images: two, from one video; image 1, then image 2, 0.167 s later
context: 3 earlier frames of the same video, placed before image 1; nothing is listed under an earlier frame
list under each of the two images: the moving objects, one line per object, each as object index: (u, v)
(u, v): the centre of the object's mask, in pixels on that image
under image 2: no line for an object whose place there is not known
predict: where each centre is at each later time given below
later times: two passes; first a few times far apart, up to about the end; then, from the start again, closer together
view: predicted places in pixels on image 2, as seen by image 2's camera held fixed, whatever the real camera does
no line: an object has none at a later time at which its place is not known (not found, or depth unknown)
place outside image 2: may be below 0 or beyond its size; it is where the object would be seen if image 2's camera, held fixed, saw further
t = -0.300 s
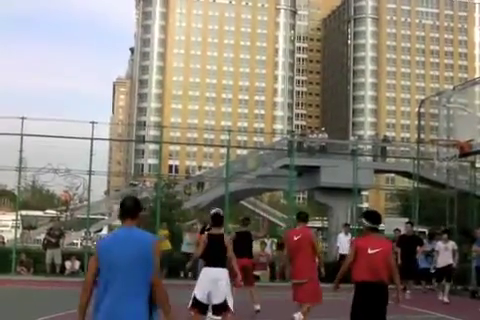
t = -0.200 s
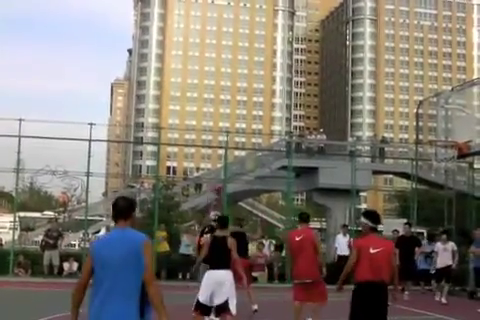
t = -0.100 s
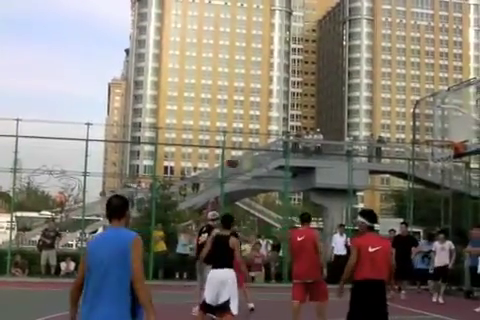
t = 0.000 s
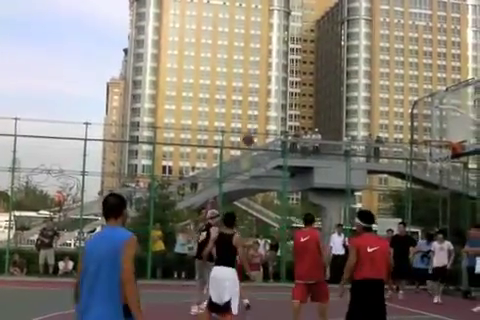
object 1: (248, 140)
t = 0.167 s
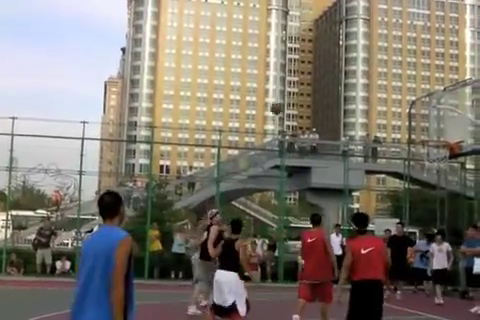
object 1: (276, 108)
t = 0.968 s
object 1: (434, 143)
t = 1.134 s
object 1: (438, 158)
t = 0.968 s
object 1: (434, 143)
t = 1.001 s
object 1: (428, 146)
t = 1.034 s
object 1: (426, 148)
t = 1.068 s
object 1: (431, 152)
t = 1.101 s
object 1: (433, 153)
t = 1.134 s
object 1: (438, 158)
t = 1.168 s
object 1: (440, 158)
